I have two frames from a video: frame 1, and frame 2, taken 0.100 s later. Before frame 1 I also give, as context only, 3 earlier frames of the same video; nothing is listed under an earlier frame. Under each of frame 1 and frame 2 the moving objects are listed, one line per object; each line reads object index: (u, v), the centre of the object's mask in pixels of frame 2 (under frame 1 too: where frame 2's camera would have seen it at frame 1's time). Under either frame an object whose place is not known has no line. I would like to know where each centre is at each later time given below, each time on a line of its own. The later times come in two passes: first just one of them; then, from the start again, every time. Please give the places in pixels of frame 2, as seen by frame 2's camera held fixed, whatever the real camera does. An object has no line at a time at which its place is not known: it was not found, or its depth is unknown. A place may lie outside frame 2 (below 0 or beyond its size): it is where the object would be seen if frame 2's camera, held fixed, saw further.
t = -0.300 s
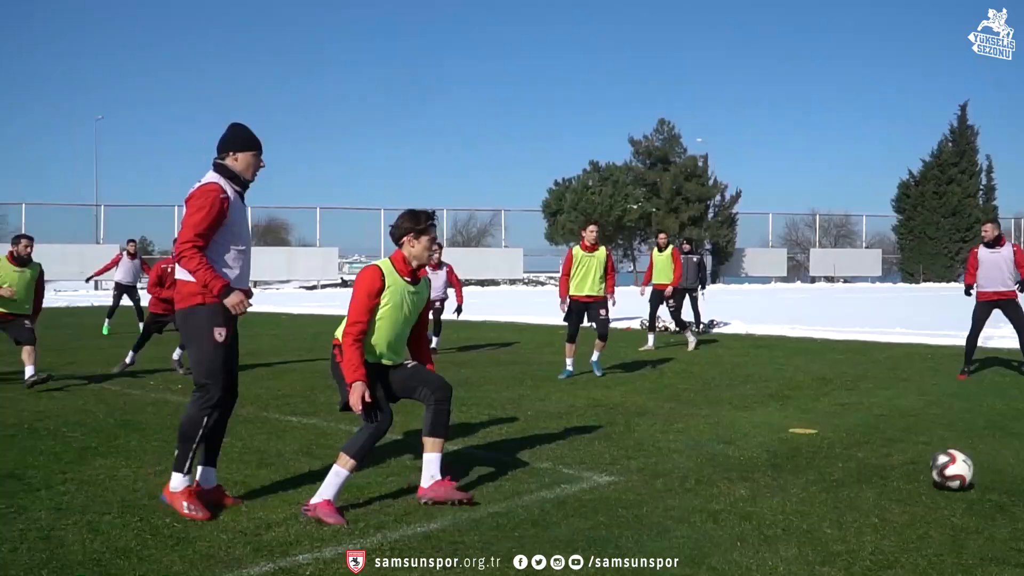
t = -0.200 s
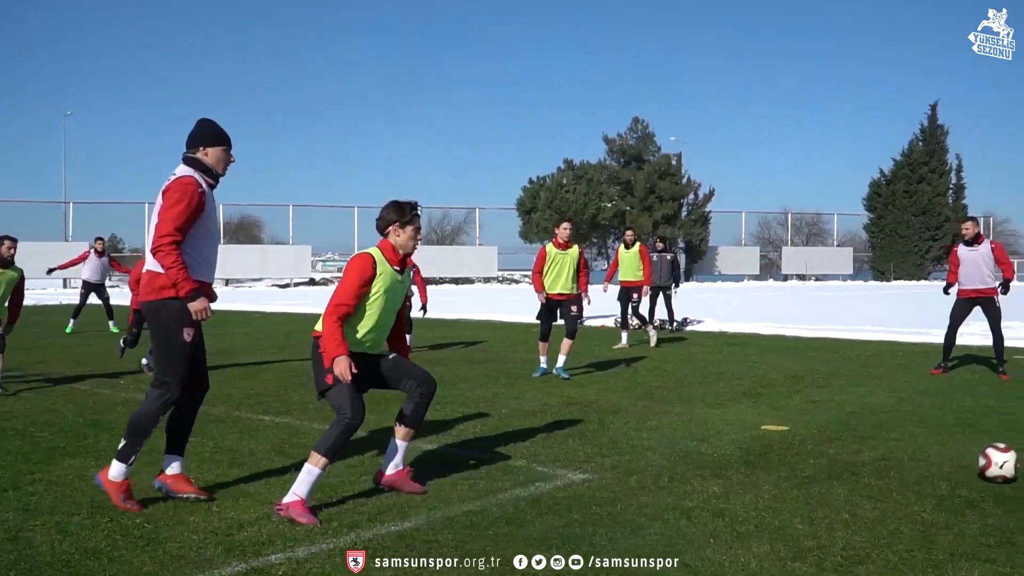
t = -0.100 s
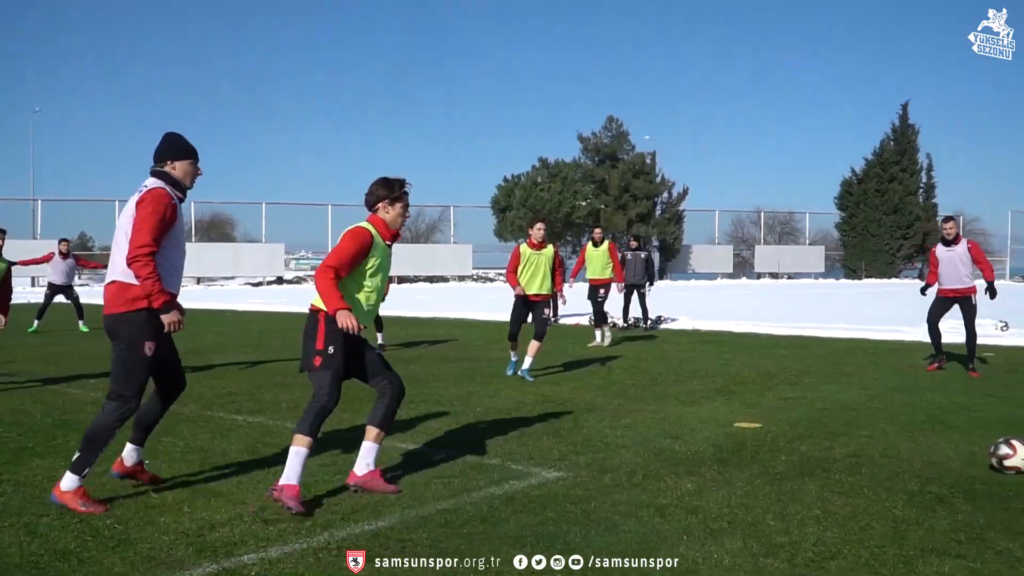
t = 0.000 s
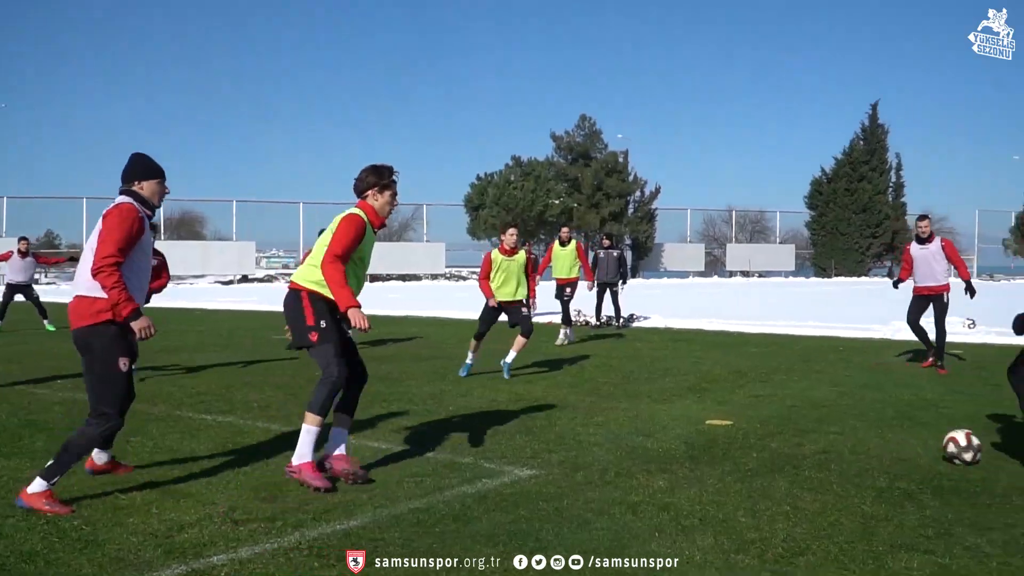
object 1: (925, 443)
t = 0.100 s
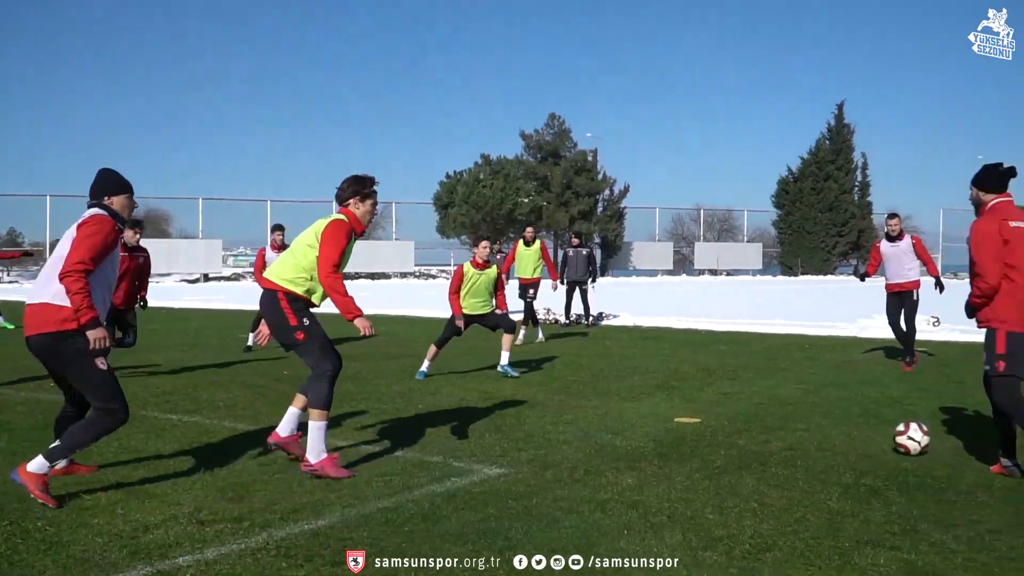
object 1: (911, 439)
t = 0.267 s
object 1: (889, 433)
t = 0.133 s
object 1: (908, 438)
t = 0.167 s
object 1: (902, 437)
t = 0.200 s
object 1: (897, 435)
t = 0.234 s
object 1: (894, 435)
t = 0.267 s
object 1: (889, 433)
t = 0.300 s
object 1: (884, 432)
